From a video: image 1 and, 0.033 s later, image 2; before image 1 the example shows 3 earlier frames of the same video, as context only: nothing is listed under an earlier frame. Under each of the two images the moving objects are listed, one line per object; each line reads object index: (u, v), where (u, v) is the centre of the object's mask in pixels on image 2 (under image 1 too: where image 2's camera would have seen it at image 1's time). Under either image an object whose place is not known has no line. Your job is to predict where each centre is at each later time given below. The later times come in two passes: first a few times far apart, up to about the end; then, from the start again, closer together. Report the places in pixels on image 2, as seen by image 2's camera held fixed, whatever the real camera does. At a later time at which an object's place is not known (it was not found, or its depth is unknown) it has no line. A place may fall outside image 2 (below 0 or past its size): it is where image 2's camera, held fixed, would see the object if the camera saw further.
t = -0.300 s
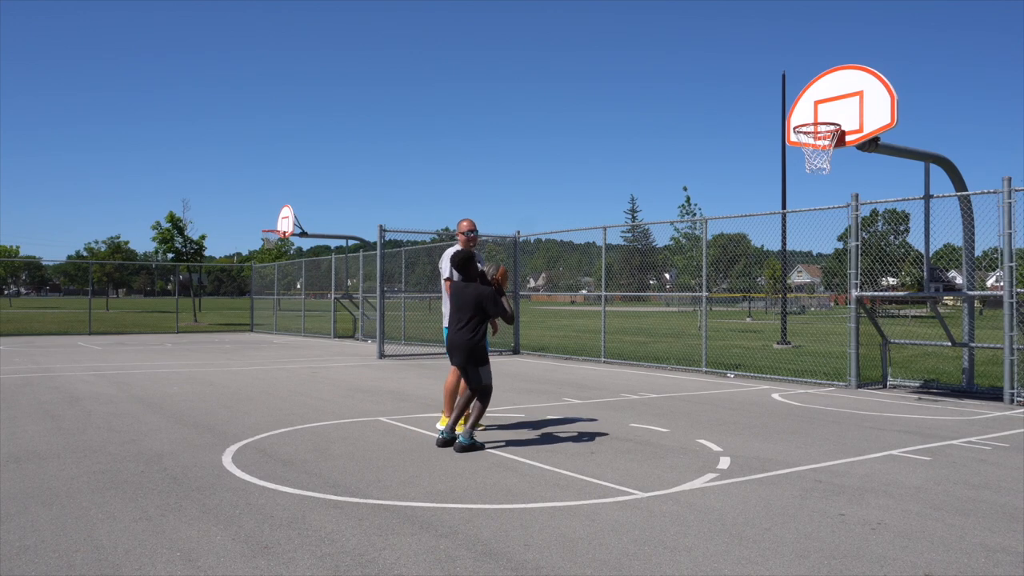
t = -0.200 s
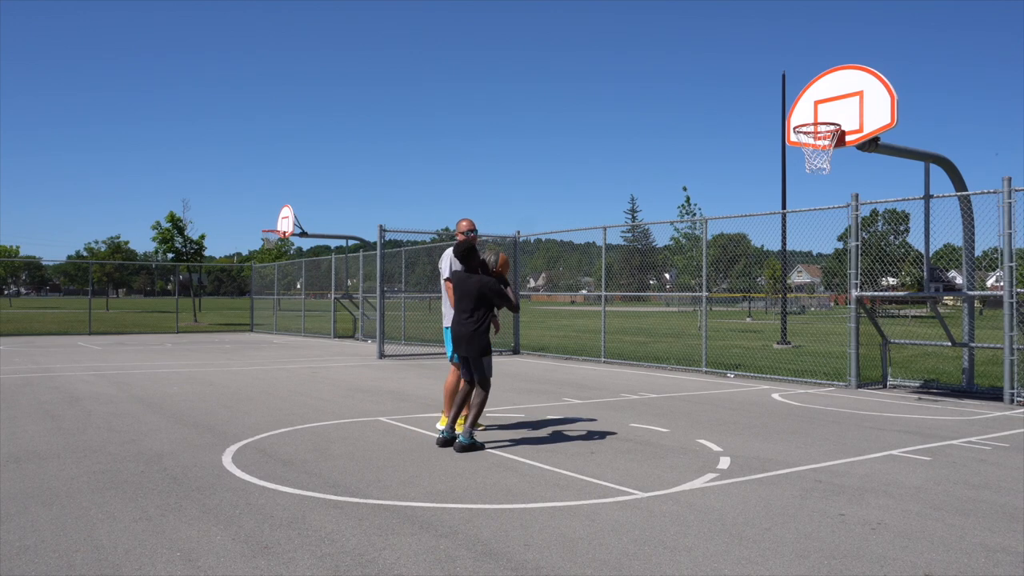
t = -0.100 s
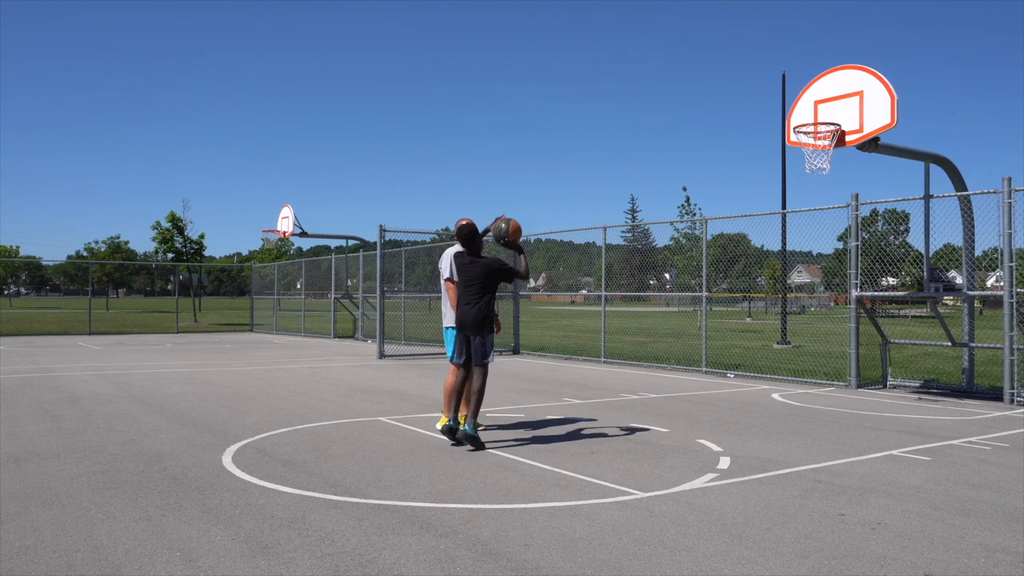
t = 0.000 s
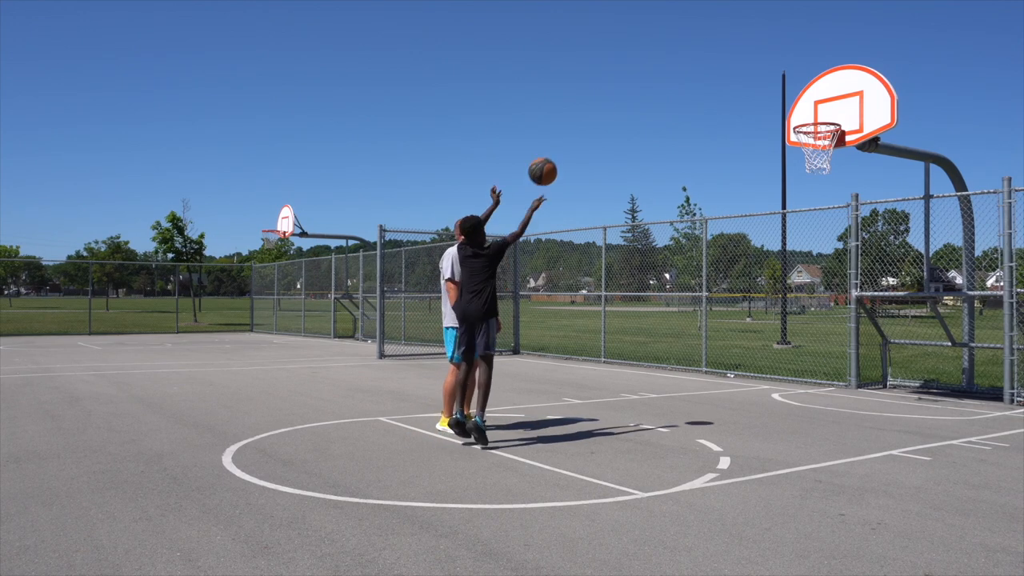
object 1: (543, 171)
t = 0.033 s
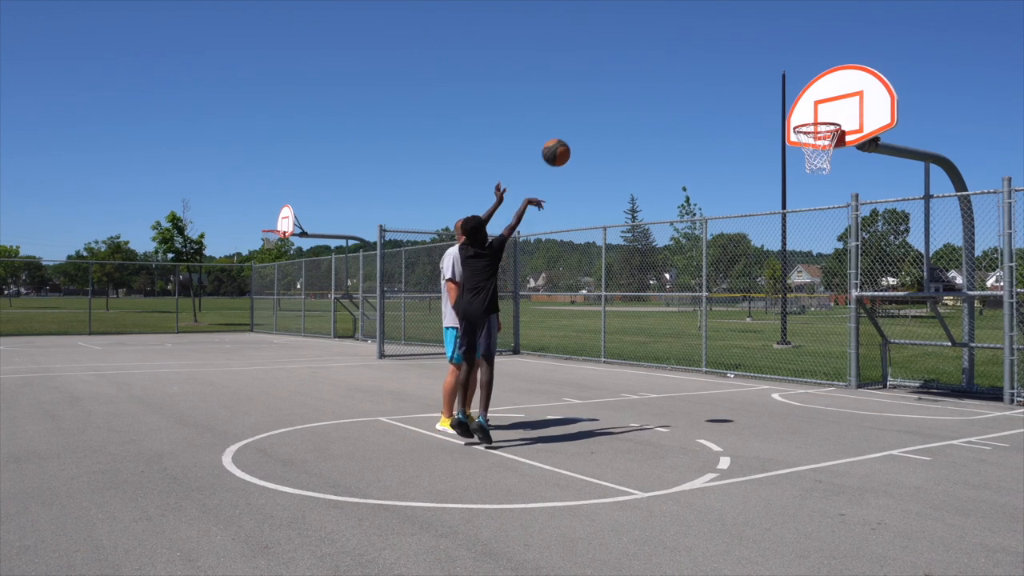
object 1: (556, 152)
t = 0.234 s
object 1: (630, 71)
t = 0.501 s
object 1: (715, 39)
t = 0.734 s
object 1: (777, 70)
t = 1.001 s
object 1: (817, 149)
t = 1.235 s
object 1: (805, 164)
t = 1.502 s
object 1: (791, 231)
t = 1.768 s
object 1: (777, 372)
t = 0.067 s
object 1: (569, 135)
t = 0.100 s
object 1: (582, 119)
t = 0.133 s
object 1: (594, 105)
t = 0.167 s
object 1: (607, 92)
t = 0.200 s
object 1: (618, 81)
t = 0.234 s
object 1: (630, 71)
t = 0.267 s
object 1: (642, 62)
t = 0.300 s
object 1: (653, 55)
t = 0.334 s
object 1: (664, 49)
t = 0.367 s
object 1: (675, 45)
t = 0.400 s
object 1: (685, 42)
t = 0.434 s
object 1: (695, 40)
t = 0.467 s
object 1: (705, 39)
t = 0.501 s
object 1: (715, 39)
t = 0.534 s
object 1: (725, 40)
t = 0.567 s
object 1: (734, 43)
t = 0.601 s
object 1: (743, 46)
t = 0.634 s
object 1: (752, 51)
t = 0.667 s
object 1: (761, 56)
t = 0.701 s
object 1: (769, 62)
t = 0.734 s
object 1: (777, 70)
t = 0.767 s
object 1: (785, 78)
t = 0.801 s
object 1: (793, 87)
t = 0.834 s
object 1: (800, 98)
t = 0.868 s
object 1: (808, 109)
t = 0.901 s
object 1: (815, 120)
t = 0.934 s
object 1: (821, 134)
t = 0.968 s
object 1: (818, 140)
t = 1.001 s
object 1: (817, 149)
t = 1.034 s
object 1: (816, 156)
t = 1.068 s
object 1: (814, 162)
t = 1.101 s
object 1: (812, 160)
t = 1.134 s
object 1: (810, 158)
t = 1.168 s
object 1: (808, 159)
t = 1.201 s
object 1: (807, 161)
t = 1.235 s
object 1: (805, 164)
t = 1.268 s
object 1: (803, 169)
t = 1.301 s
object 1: (801, 175)
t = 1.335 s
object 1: (800, 181)
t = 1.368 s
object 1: (798, 189)
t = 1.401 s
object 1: (797, 198)
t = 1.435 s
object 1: (795, 208)
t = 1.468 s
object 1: (793, 219)
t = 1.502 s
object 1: (791, 231)
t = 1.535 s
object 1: (789, 244)
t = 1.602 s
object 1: (786, 275)
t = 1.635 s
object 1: (784, 292)
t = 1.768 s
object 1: (777, 372)
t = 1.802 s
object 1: (774, 394)
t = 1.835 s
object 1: (773, 398)
